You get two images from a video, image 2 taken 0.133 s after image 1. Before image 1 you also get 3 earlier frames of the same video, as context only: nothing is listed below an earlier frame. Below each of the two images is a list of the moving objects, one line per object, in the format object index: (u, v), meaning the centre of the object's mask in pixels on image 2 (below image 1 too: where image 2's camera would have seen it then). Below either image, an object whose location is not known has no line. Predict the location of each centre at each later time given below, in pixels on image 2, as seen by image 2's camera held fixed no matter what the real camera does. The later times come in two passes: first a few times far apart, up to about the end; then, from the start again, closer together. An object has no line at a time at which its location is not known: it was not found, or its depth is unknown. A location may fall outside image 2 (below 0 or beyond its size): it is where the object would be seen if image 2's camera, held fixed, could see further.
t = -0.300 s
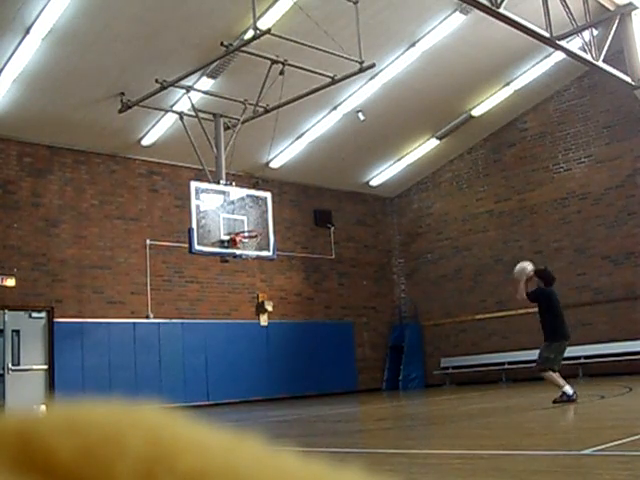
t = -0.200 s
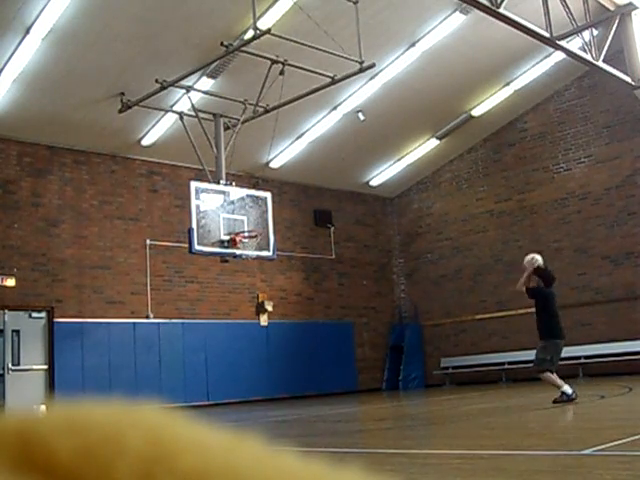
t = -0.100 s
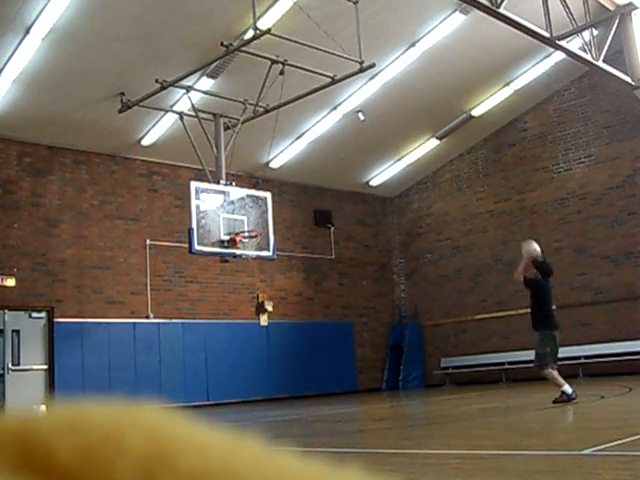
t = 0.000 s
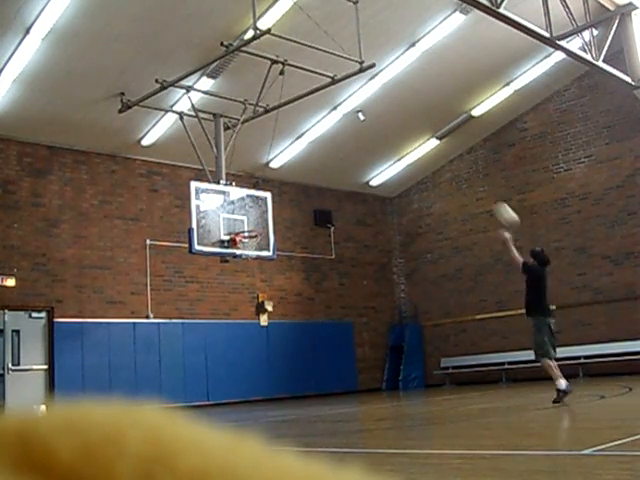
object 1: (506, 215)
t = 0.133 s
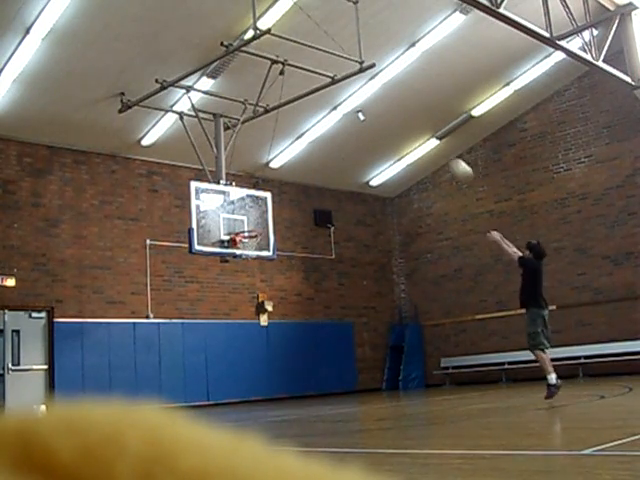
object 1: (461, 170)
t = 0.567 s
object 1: (348, 119)
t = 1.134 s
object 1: (244, 215)
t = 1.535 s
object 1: (240, 202)
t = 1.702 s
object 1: (250, 209)
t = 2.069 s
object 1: (279, 283)
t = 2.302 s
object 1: (299, 377)
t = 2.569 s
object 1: (303, 344)
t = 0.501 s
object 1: (361, 119)
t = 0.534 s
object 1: (354, 119)
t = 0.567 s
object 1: (348, 119)
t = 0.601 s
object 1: (340, 121)
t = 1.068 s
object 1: (253, 199)
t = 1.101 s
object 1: (249, 203)
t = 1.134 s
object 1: (244, 215)
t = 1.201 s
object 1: (235, 225)
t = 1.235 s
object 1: (232, 220)
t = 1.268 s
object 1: (230, 217)
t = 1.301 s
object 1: (227, 215)
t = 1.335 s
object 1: (228, 210)
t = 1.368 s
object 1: (230, 207)
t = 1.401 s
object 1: (232, 206)
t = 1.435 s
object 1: (234, 204)
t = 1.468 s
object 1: (236, 203)
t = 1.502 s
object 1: (237, 202)
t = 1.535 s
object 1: (240, 202)
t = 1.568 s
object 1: (242, 202)
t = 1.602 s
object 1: (244, 203)
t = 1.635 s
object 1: (246, 204)
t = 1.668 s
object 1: (248, 206)
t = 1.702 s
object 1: (250, 209)
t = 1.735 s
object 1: (252, 213)
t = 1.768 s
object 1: (255, 216)
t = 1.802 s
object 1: (257, 221)
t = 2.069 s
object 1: (279, 283)
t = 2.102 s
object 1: (281, 294)
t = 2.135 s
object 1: (283, 306)
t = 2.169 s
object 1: (287, 319)
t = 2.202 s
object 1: (290, 333)
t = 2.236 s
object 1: (293, 346)
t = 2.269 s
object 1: (296, 362)
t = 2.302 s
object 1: (299, 377)
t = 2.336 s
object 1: (303, 393)
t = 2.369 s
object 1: (305, 400)
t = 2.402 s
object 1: (304, 390)
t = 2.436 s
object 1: (304, 380)
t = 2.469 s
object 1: (304, 370)
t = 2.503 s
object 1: (303, 360)
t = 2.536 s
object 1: (303, 352)
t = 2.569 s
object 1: (303, 344)
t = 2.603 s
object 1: (303, 337)
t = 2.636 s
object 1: (303, 330)
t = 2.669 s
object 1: (303, 324)
